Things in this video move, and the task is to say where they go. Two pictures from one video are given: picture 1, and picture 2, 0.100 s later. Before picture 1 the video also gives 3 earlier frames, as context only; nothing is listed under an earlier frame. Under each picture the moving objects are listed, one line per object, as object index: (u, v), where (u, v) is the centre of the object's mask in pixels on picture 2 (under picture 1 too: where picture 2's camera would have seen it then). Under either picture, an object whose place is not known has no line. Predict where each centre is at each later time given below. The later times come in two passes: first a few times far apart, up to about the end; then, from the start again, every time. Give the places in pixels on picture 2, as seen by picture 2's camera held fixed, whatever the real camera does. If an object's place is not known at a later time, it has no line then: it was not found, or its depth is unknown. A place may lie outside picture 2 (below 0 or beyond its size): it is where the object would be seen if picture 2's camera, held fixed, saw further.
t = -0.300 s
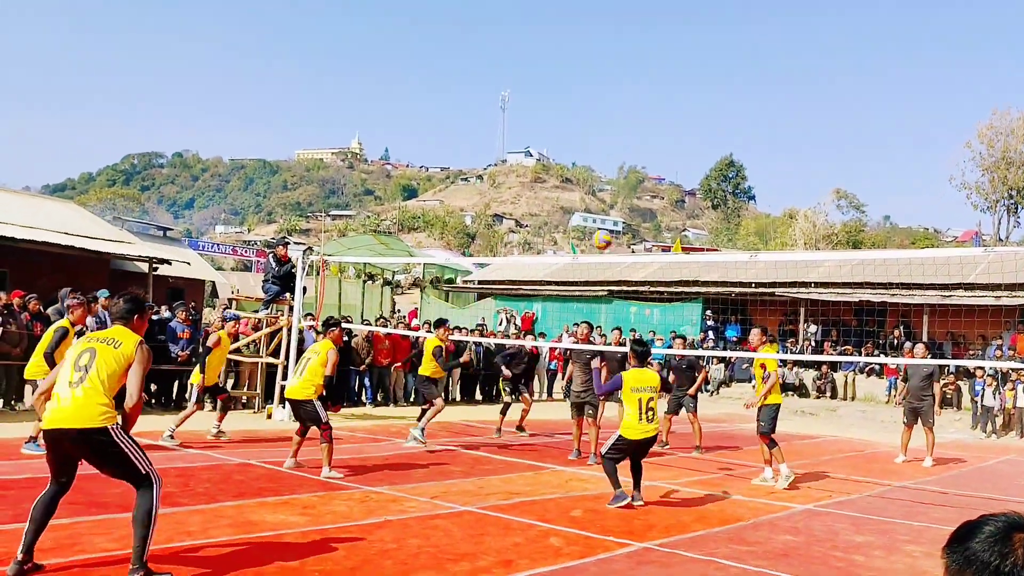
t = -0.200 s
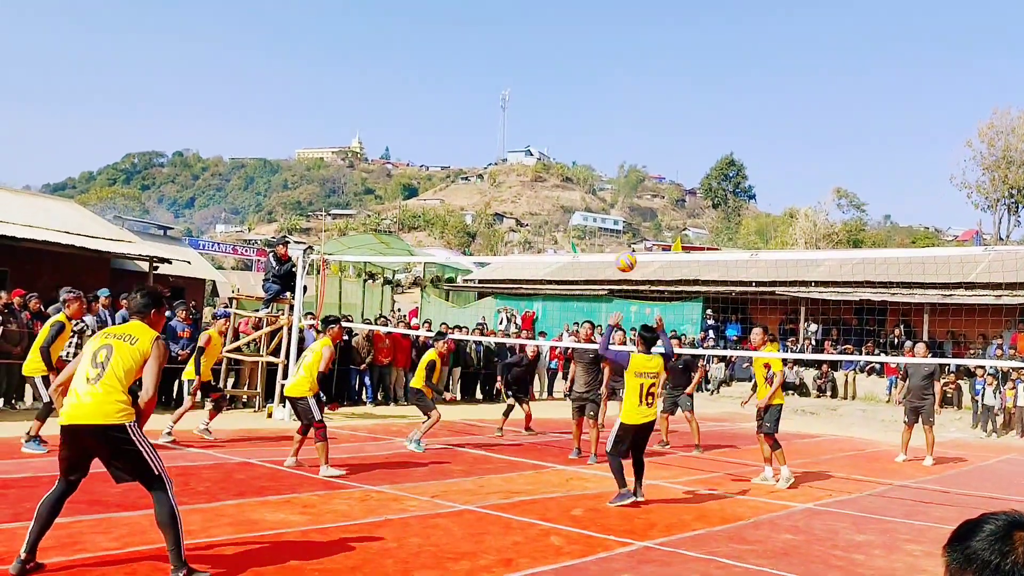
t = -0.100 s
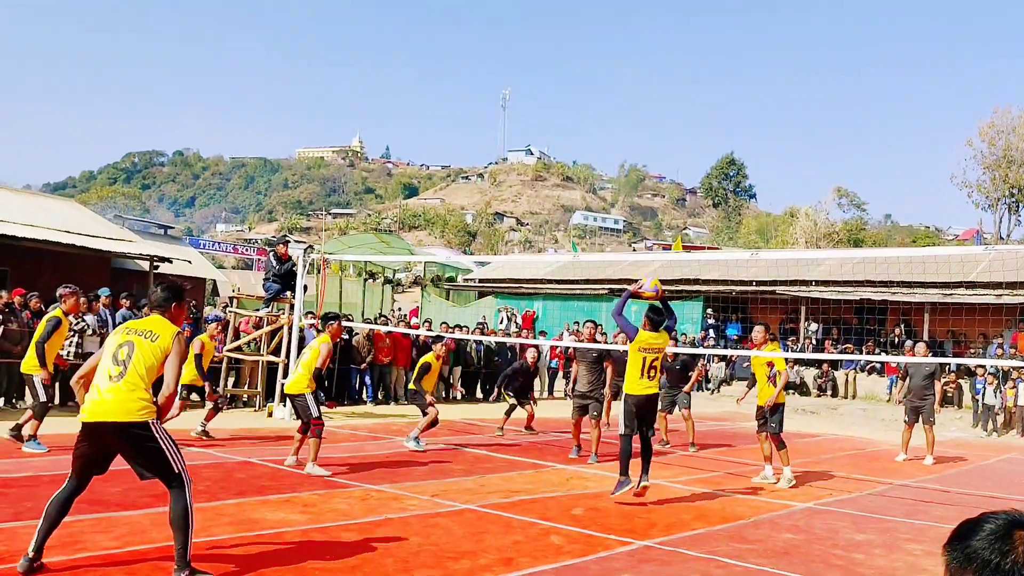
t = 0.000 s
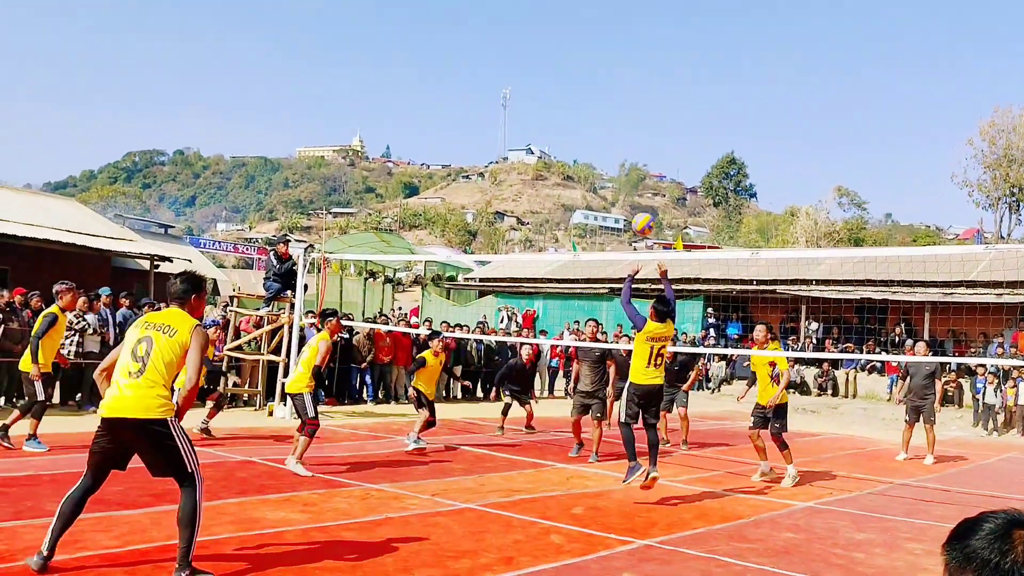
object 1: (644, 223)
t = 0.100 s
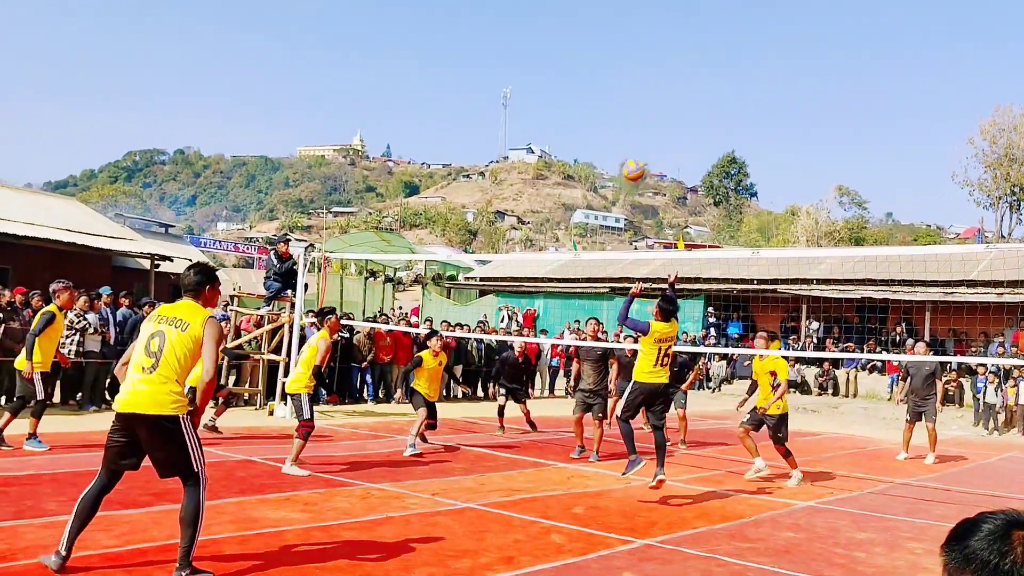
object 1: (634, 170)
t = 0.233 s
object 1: (621, 121)
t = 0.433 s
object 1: (602, 81)
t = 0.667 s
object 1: (579, 86)
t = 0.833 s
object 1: (562, 119)
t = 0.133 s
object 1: (631, 156)
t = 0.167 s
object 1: (627, 143)
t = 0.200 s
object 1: (624, 131)
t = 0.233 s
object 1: (621, 121)
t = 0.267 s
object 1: (617, 111)
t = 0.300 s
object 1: (614, 103)
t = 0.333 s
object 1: (611, 95)
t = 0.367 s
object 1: (608, 89)
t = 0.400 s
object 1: (605, 85)
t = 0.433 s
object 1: (602, 81)
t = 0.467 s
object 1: (598, 78)
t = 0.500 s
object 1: (595, 77)
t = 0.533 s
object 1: (591, 76)
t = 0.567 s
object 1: (588, 77)
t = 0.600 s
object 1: (585, 79)
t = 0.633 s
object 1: (582, 82)
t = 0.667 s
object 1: (579, 86)
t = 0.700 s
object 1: (575, 90)
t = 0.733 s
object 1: (572, 96)
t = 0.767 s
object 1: (569, 103)
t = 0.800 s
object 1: (566, 110)
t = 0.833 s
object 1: (562, 119)
